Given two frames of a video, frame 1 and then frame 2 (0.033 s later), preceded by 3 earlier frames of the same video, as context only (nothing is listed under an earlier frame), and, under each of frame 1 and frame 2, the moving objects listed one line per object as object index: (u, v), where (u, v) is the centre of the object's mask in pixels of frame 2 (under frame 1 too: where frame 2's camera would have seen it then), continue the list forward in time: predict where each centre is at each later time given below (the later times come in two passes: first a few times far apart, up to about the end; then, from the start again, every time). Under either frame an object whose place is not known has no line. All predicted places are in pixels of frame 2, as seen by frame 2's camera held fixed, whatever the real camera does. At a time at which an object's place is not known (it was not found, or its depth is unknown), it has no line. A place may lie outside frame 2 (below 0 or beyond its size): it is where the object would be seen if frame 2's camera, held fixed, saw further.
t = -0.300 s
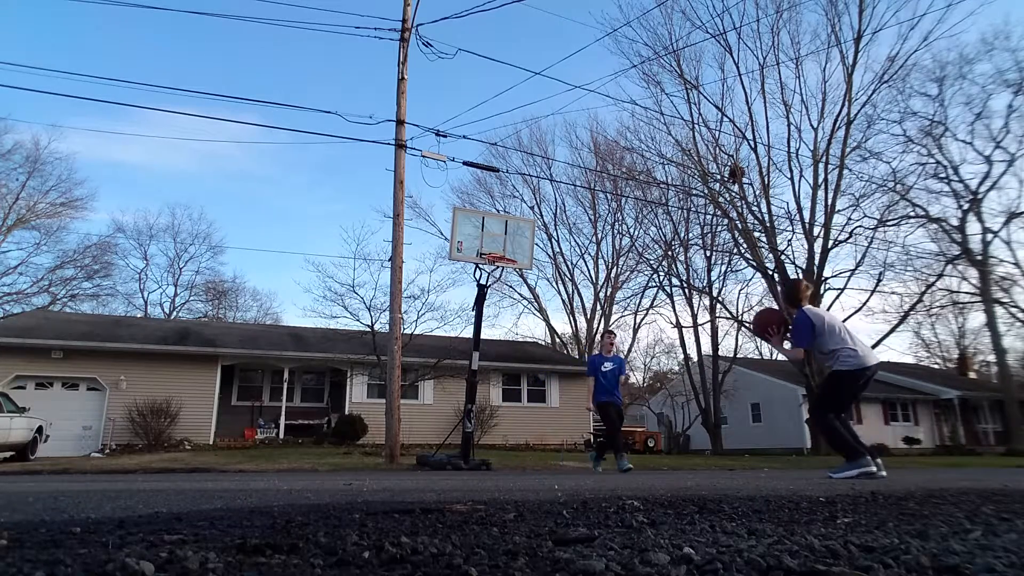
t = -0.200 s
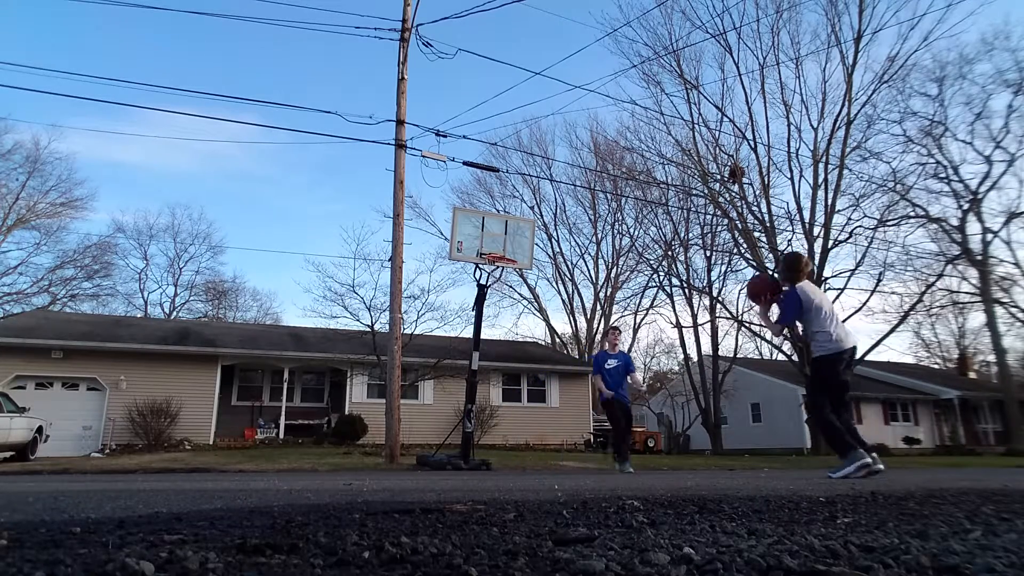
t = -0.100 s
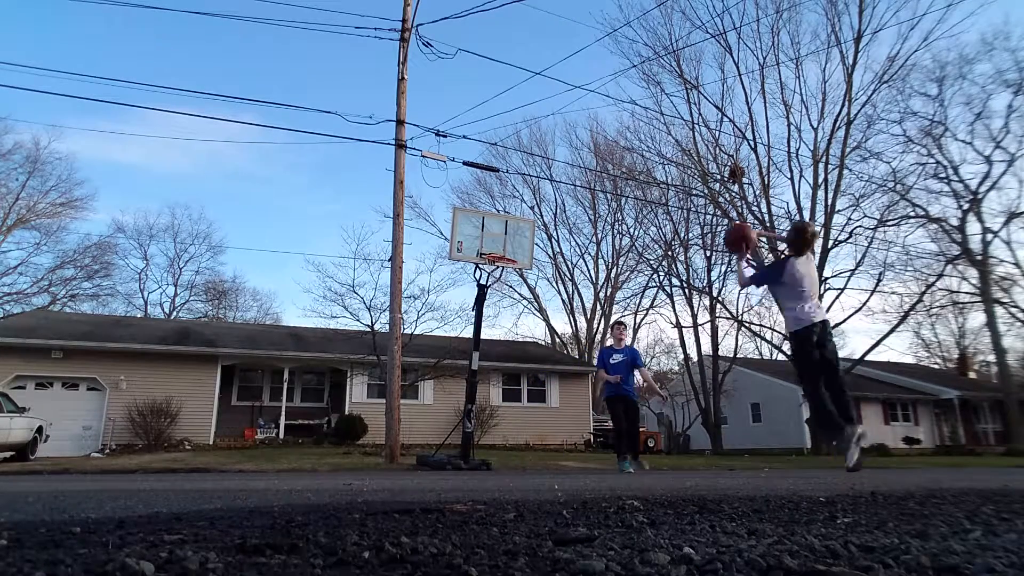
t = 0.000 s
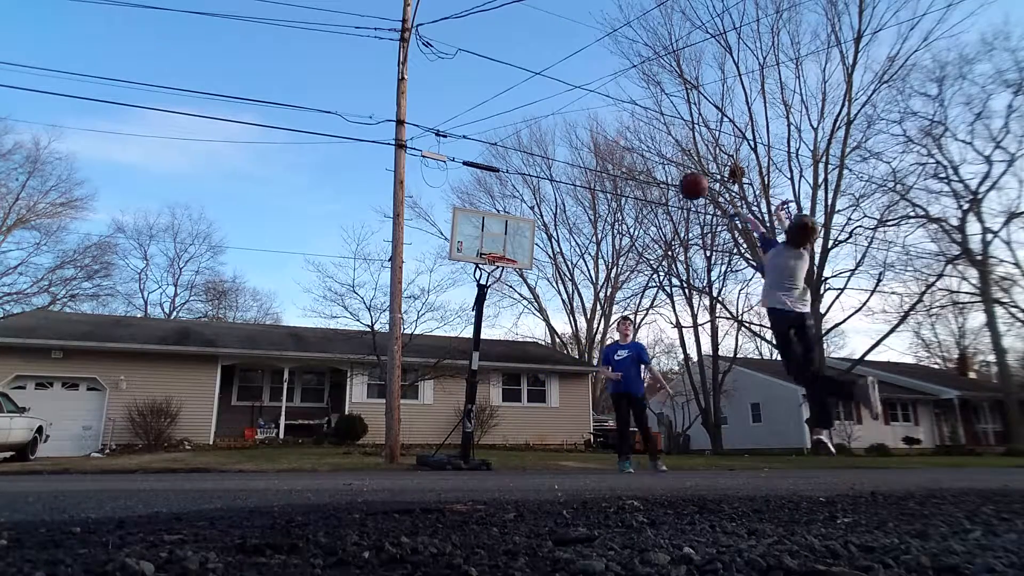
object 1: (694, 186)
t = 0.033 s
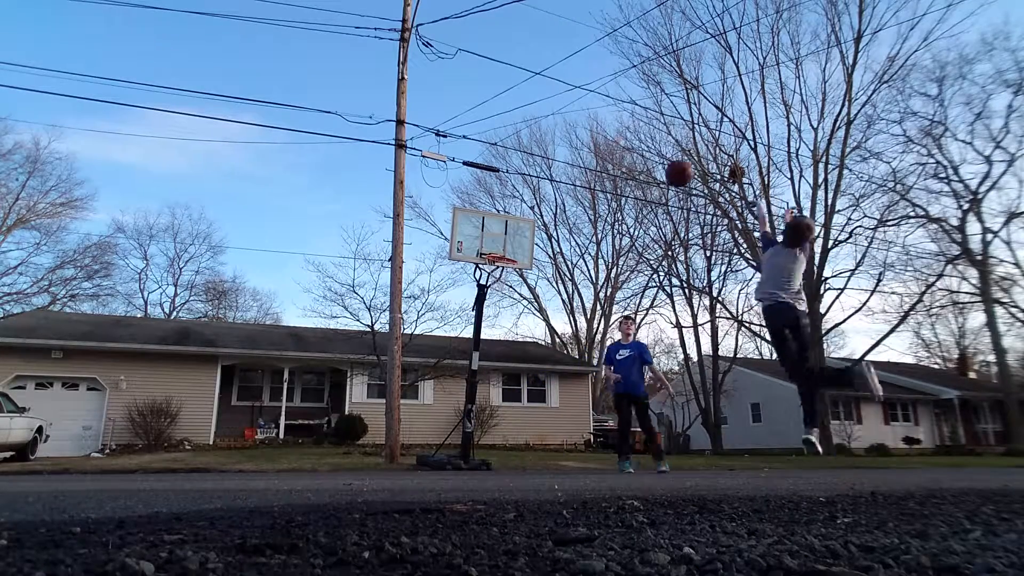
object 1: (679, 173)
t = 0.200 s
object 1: (623, 135)
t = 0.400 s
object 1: (574, 130)
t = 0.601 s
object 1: (538, 154)
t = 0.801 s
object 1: (509, 200)
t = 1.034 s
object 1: (490, 241)
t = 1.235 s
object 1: (497, 229)
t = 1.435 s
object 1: (506, 242)
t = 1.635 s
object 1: (513, 254)
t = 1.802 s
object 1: (522, 261)
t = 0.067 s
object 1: (666, 163)
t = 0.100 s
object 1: (654, 153)
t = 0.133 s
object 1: (643, 146)
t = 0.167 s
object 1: (633, 140)
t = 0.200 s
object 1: (623, 135)
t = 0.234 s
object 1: (614, 132)
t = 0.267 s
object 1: (605, 130)
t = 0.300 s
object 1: (597, 129)
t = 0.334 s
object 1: (589, 129)
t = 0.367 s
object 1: (582, 129)
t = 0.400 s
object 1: (574, 130)
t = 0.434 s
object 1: (568, 132)
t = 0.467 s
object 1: (562, 135)
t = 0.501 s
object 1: (555, 139)
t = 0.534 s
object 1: (549, 144)
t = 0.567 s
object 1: (544, 148)
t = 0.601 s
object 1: (538, 154)
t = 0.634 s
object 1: (533, 160)
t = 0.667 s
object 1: (528, 167)
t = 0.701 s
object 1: (523, 175)
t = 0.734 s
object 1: (518, 183)
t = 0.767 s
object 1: (513, 191)
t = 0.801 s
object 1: (509, 200)
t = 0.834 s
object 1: (504, 209)
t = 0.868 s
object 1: (500, 219)
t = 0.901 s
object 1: (495, 229)
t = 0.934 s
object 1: (491, 240)
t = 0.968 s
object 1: (488, 250)
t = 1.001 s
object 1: (489, 245)
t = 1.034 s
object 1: (490, 241)
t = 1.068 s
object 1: (491, 237)
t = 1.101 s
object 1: (493, 234)
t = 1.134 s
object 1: (494, 232)
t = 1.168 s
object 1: (495, 230)
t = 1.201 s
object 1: (496, 229)
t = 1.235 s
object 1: (497, 229)
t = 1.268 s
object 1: (499, 229)
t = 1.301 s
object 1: (500, 230)
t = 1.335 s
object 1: (502, 232)
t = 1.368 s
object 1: (503, 234)
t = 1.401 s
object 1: (504, 238)
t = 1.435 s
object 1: (506, 242)
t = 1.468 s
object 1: (507, 246)
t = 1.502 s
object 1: (508, 252)
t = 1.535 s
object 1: (509, 255)
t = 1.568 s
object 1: (510, 254)
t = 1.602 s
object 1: (512, 254)
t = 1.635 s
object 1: (513, 254)
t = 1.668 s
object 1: (515, 254)
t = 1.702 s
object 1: (517, 254)
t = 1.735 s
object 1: (518, 256)
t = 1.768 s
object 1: (520, 258)
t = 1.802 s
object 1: (522, 261)
